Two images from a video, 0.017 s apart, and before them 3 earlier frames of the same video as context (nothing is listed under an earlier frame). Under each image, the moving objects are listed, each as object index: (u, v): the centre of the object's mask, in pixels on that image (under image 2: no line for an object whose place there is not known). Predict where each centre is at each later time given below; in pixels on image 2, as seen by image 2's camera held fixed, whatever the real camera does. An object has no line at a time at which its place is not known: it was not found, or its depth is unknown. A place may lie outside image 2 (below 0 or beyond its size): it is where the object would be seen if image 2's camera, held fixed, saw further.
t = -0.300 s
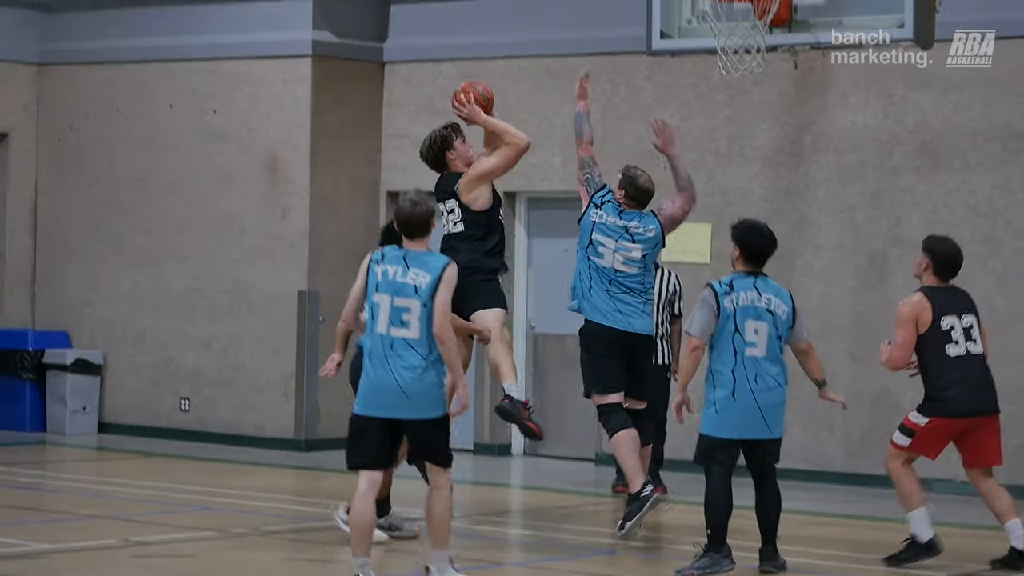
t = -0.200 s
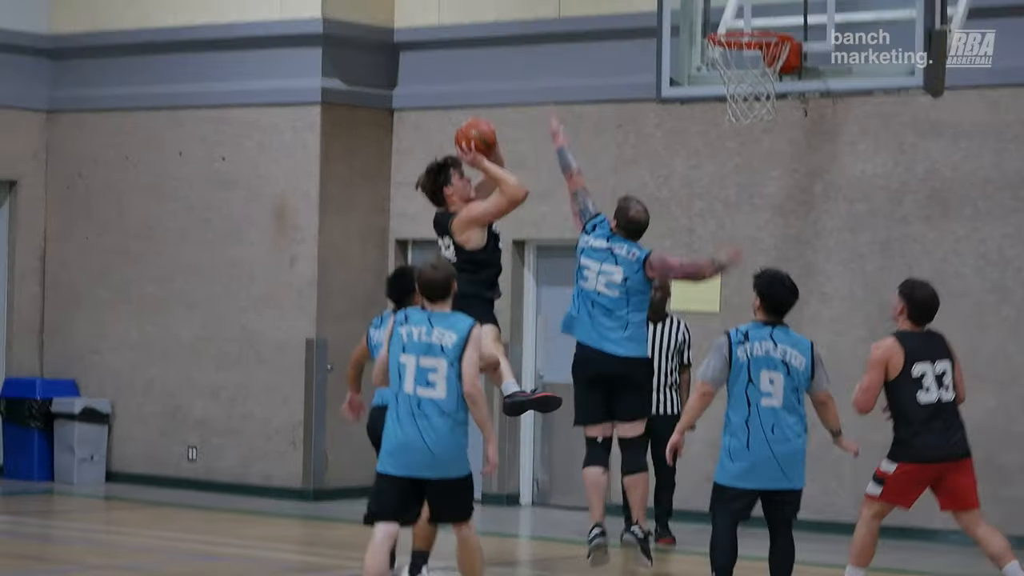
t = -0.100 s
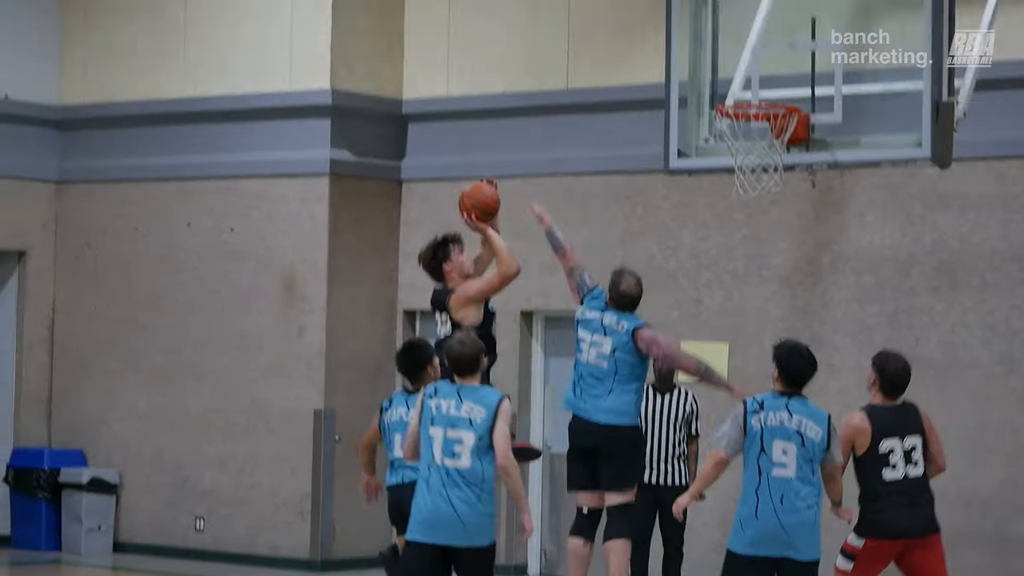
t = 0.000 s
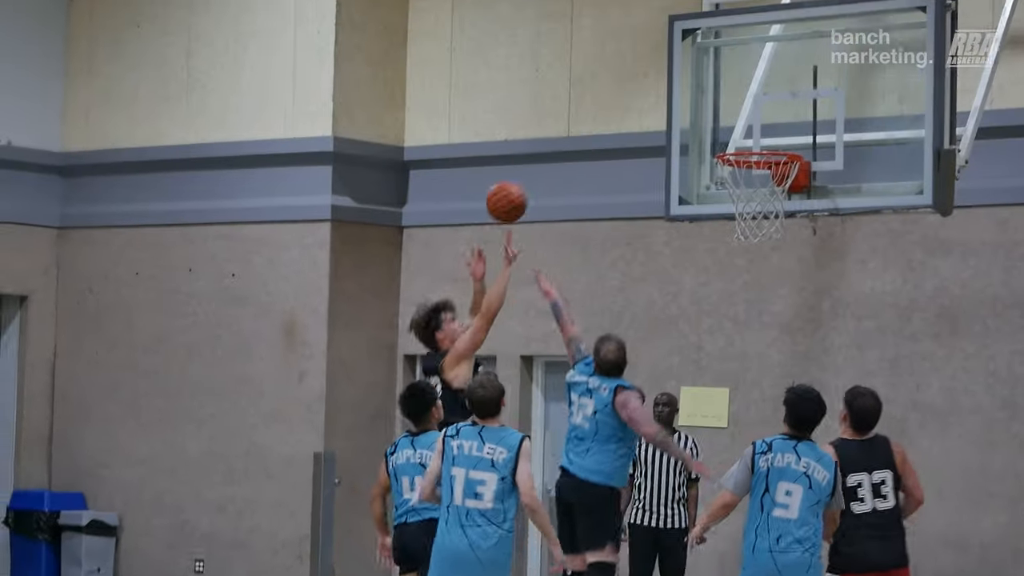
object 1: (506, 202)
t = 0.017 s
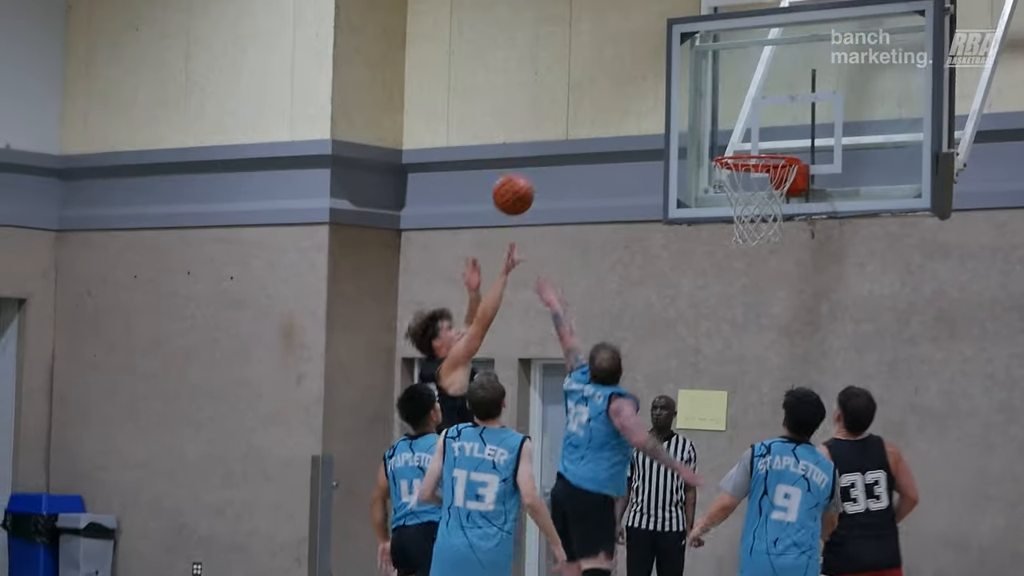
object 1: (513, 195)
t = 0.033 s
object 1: (522, 184)
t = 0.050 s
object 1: (530, 174)
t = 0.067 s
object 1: (538, 165)
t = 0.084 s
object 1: (547, 156)
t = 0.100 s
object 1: (555, 148)
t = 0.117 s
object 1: (563, 141)
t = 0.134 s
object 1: (572, 132)
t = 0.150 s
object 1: (581, 126)
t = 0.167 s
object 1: (589, 119)
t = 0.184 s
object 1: (597, 113)
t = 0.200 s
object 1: (606, 107)
